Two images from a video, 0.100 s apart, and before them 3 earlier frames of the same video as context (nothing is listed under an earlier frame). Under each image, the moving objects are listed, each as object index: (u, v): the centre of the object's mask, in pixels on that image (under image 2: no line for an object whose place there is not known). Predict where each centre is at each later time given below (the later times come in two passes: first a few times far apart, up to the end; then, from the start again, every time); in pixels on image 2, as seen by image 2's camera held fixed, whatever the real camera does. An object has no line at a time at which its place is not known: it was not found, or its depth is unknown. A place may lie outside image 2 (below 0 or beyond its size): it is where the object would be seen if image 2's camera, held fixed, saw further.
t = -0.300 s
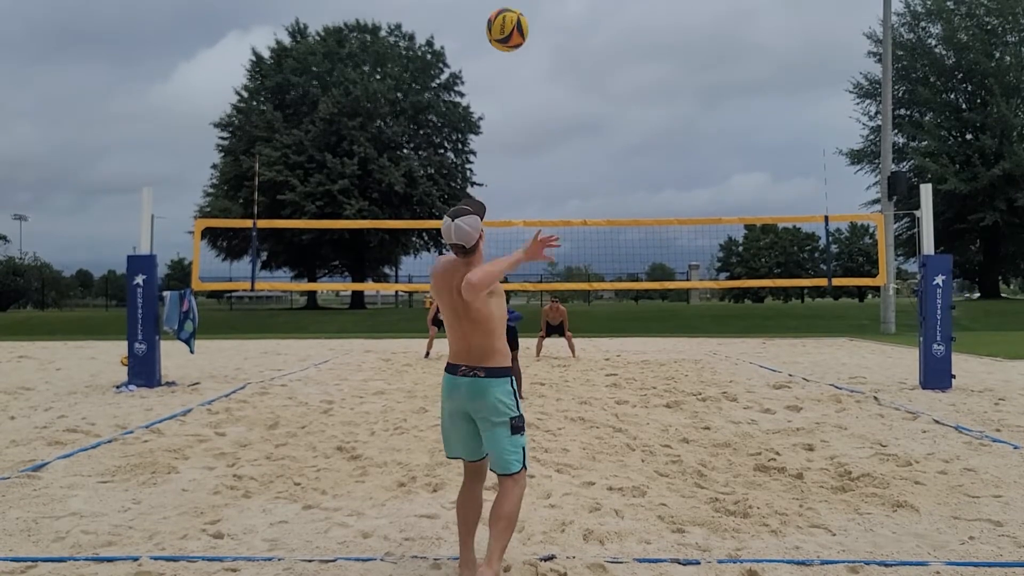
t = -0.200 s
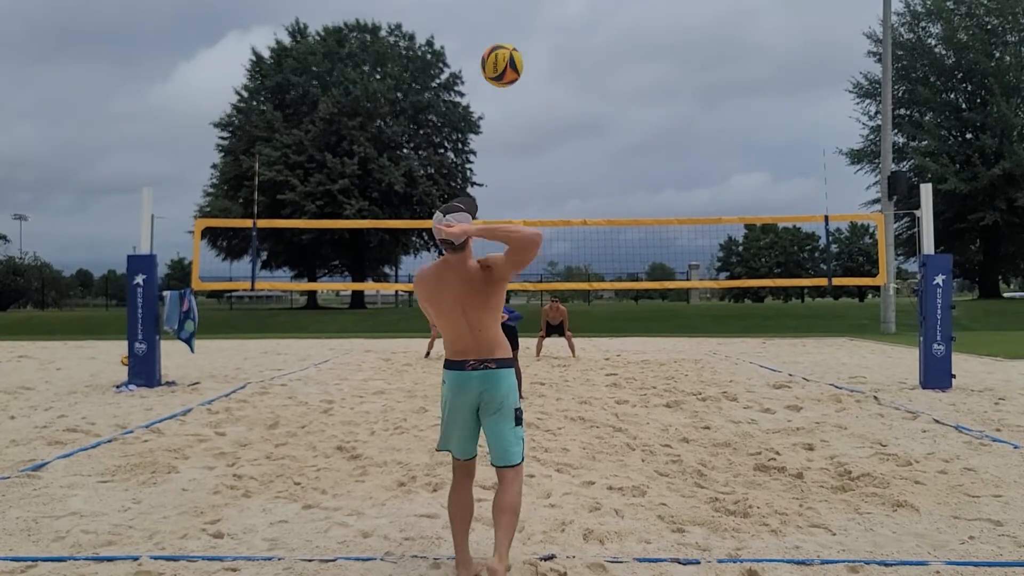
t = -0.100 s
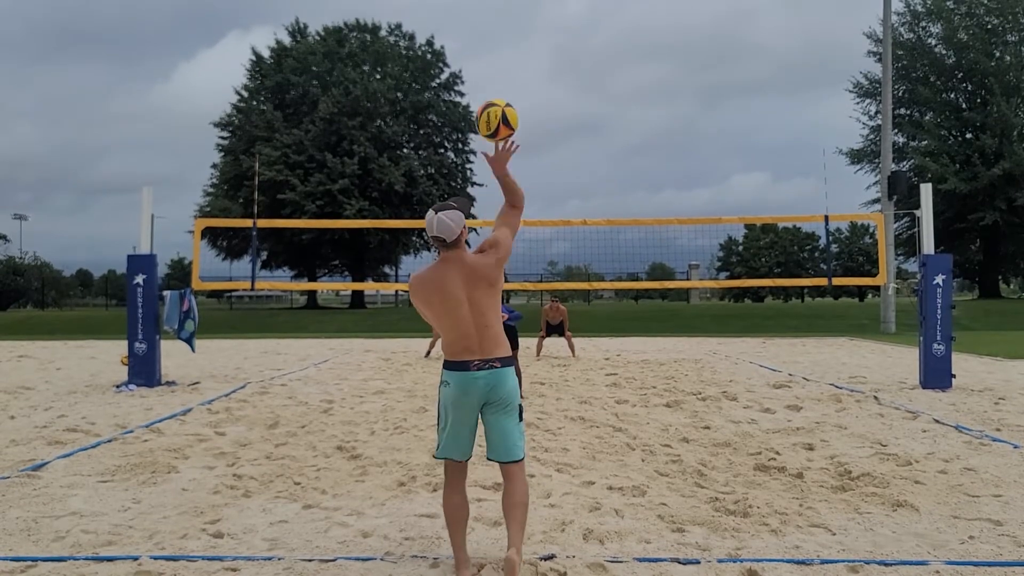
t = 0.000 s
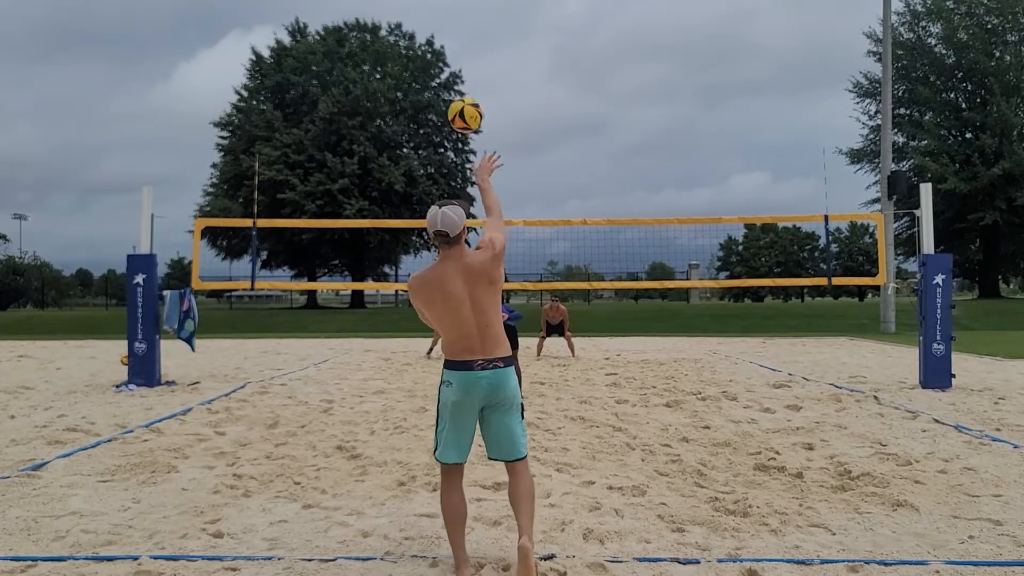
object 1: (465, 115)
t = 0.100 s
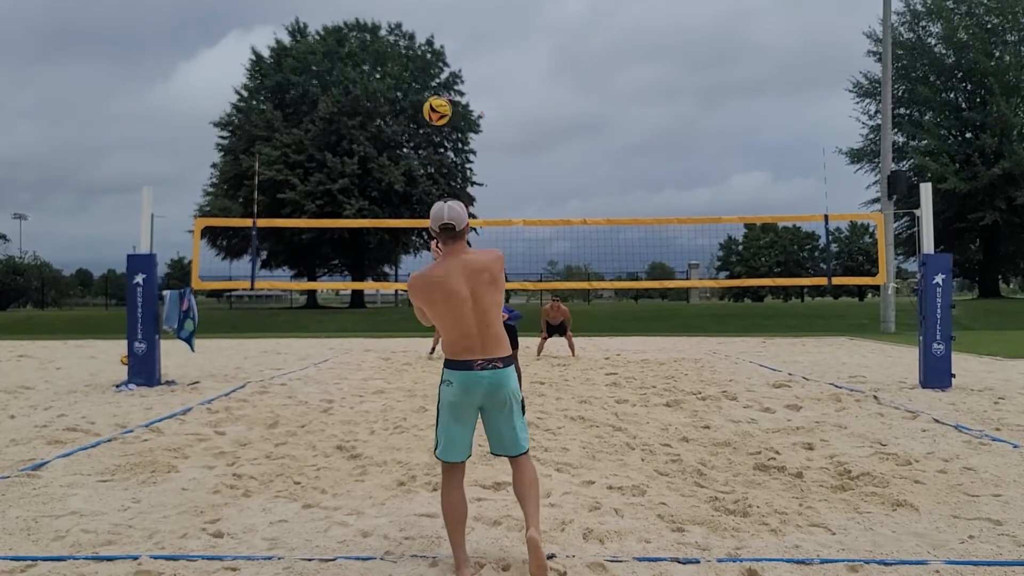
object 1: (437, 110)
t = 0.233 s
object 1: (412, 122)
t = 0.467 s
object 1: (383, 168)
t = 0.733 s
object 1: (361, 241)
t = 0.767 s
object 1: (358, 250)
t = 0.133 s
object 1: (430, 112)
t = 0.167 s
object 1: (423, 114)
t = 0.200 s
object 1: (417, 118)
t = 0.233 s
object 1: (412, 122)
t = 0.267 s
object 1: (407, 127)
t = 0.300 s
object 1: (402, 133)
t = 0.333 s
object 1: (398, 139)
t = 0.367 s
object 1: (394, 146)
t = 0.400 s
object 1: (390, 153)
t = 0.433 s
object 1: (386, 160)
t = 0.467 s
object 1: (383, 168)
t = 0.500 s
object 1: (380, 177)
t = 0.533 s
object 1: (377, 185)
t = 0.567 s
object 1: (374, 194)
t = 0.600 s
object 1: (371, 203)
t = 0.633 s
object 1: (368, 212)
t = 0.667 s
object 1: (366, 217)
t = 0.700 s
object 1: (363, 232)
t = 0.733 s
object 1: (361, 241)
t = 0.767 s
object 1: (358, 250)
